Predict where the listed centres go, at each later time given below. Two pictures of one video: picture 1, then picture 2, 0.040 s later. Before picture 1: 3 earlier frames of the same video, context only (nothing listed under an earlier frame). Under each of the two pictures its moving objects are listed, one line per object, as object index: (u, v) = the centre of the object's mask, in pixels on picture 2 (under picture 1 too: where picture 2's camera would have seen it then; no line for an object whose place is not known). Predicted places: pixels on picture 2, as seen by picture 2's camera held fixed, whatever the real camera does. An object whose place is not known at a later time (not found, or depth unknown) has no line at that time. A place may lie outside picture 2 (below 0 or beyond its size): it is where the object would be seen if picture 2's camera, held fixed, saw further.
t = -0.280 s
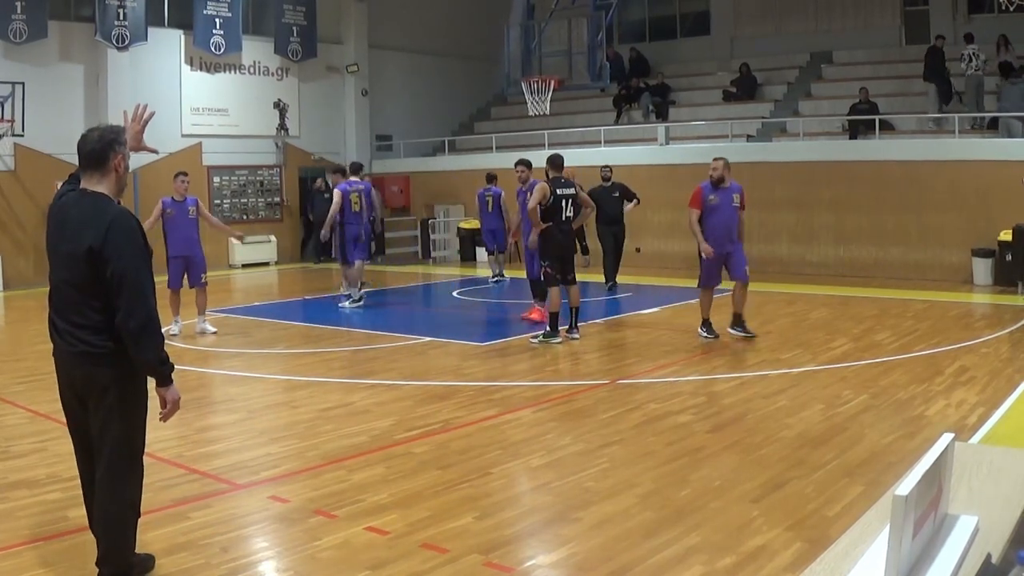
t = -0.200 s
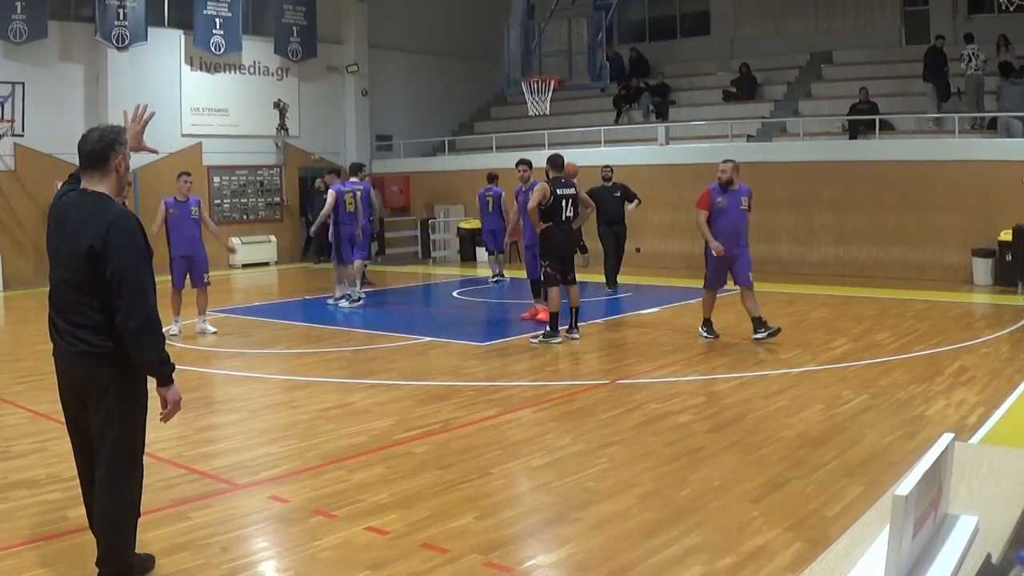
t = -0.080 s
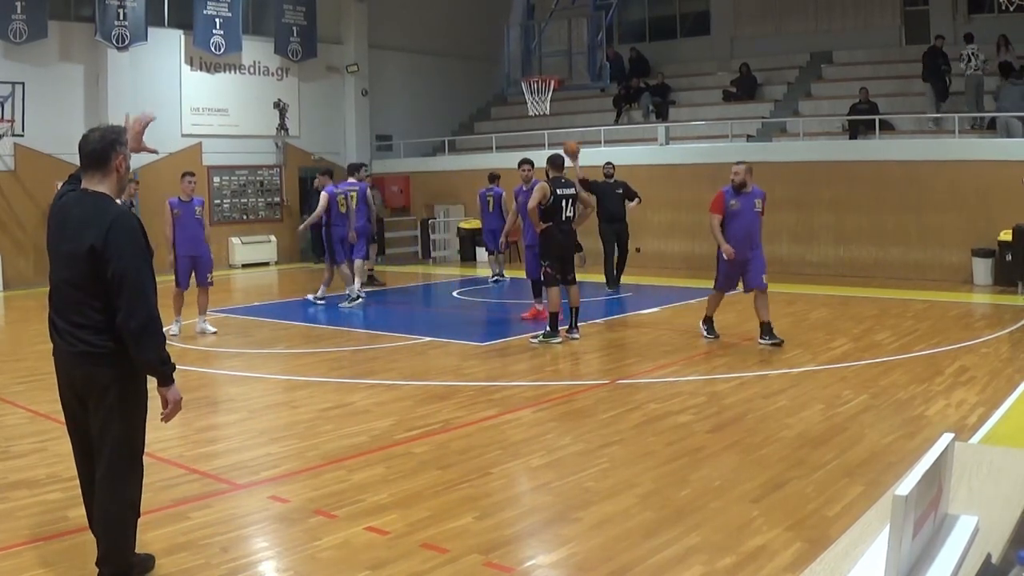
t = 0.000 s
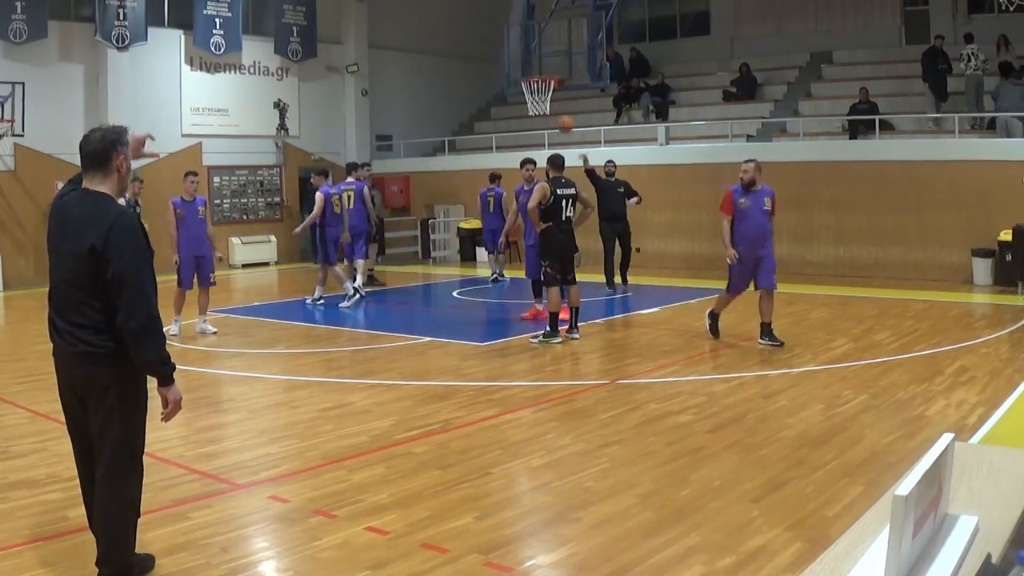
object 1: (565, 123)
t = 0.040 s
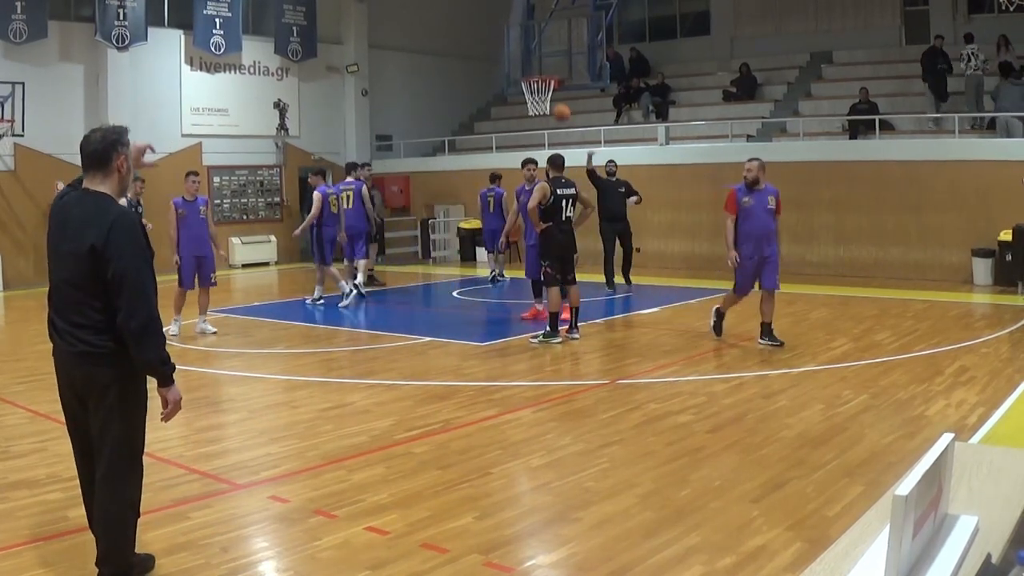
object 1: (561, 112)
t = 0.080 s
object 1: (558, 101)
